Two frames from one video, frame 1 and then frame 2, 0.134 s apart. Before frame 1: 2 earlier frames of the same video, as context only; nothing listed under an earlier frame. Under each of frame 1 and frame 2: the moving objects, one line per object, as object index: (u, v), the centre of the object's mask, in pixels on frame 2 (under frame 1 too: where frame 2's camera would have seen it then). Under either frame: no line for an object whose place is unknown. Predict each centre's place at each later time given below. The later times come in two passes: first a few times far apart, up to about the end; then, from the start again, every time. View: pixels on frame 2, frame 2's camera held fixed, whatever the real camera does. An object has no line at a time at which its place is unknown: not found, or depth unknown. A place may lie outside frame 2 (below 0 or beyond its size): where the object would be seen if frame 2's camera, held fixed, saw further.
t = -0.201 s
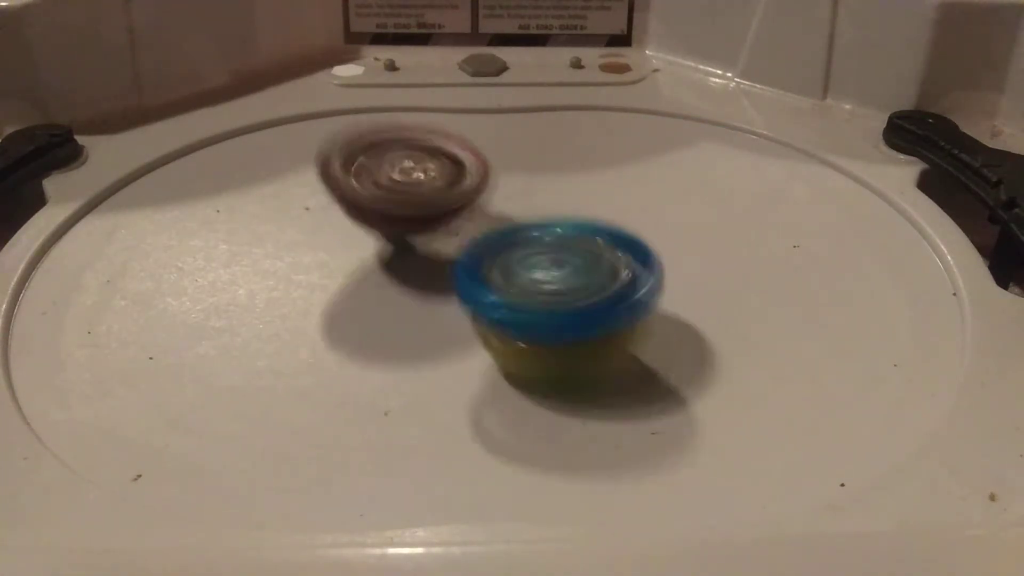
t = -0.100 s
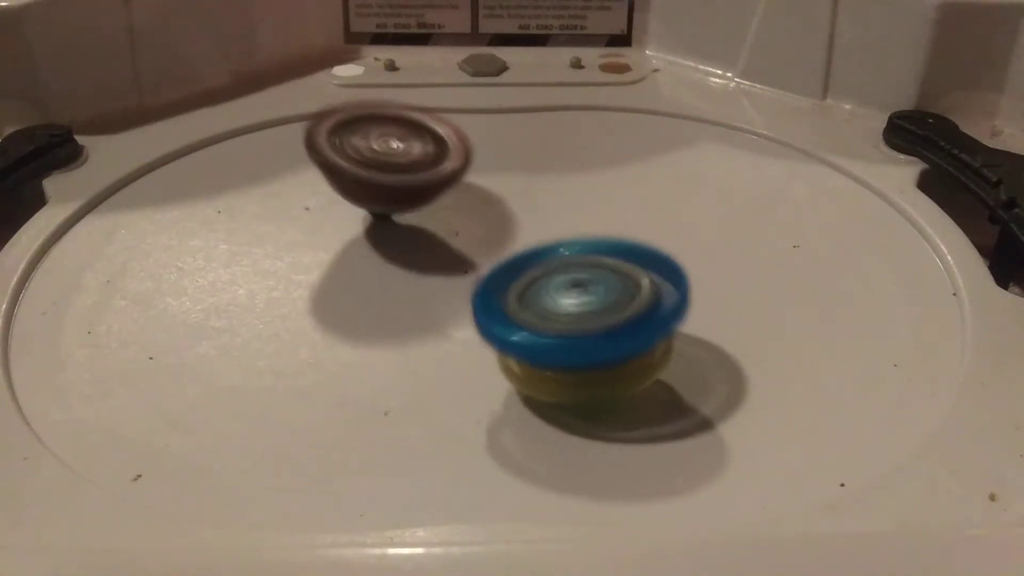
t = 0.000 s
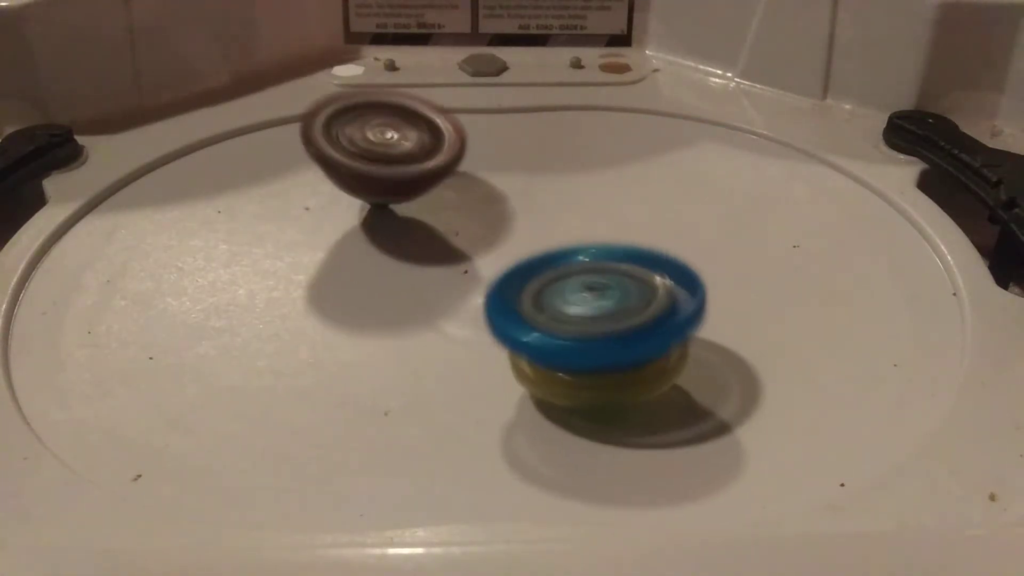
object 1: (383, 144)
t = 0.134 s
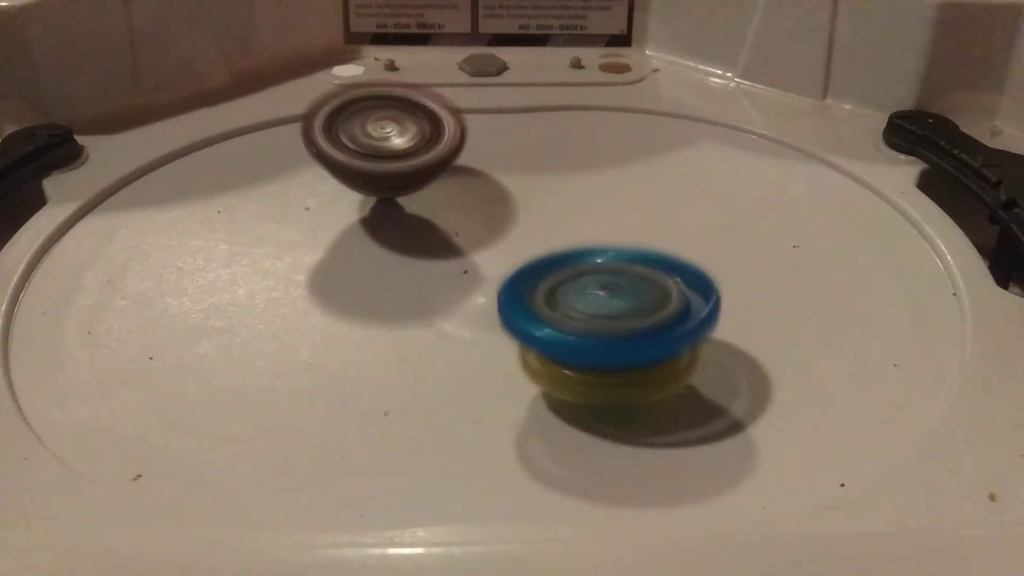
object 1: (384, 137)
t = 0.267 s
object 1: (396, 140)
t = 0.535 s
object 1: (437, 183)
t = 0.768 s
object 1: (443, 217)
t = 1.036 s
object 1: (439, 207)
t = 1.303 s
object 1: (384, 204)
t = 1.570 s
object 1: (377, 207)
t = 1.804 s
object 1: (415, 219)
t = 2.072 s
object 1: (418, 230)
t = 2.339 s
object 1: (433, 223)
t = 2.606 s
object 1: (404, 231)
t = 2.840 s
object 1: (409, 236)
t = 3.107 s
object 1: (396, 240)
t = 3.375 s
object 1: (358, 231)
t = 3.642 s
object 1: (371, 222)
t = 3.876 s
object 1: (369, 219)
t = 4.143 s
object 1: (398, 223)
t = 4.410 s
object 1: (407, 230)
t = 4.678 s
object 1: (392, 233)
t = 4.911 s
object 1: (392, 227)
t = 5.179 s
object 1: (396, 215)
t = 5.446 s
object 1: (420, 208)
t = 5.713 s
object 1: (437, 208)
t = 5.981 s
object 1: (438, 199)
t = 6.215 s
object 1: (427, 189)
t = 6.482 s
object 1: (434, 200)
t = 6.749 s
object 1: (419, 210)
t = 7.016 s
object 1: (426, 226)
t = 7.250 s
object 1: (397, 223)
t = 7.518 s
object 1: (371, 205)
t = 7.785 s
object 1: (414, 211)
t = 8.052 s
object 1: (416, 232)
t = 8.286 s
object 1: (407, 243)
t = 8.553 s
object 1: (395, 246)
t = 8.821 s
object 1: (399, 232)
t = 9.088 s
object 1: (419, 233)
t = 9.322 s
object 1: (392, 204)
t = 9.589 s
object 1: (416, 194)
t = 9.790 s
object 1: (588, 207)
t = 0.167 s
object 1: (386, 136)
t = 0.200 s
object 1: (389, 136)
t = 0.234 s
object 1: (392, 138)
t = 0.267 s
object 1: (396, 140)
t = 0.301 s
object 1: (400, 142)
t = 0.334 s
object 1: (404, 145)
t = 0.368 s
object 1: (409, 149)
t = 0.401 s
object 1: (413, 154)
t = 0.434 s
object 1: (418, 159)
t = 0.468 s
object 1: (424, 167)
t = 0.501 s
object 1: (430, 174)
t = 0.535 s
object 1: (437, 183)
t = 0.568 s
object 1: (442, 191)
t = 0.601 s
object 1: (443, 195)
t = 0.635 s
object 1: (441, 197)
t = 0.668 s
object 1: (441, 201)
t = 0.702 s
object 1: (440, 207)
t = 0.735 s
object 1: (440, 214)
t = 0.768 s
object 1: (443, 217)
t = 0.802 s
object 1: (449, 217)
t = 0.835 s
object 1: (456, 216)
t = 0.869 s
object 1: (464, 215)
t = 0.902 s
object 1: (461, 212)
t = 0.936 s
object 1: (457, 209)
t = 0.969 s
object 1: (454, 207)
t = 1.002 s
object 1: (448, 207)
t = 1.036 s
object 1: (439, 207)
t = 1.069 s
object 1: (429, 207)
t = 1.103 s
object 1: (420, 207)
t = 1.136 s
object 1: (413, 207)
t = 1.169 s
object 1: (406, 206)
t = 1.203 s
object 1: (400, 205)
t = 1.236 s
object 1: (394, 205)
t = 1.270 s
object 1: (389, 205)
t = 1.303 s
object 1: (384, 204)
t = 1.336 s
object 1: (380, 204)
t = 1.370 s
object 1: (377, 204)
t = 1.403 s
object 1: (374, 204)
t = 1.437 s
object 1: (373, 204)
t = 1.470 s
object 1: (372, 205)
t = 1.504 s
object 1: (373, 205)
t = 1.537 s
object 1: (375, 206)
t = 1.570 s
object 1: (377, 207)
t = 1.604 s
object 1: (381, 209)
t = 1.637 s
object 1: (385, 210)
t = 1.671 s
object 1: (390, 212)
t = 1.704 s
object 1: (395, 213)
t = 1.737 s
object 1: (402, 214)
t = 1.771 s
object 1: (409, 217)
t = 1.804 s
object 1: (415, 219)
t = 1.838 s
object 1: (418, 220)
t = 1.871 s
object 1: (414, 220)
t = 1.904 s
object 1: (412, 221)
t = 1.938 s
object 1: (413, 223)
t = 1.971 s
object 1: (413, 224)
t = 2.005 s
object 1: (414, 226)
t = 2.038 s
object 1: (416, 228)
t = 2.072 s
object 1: (418, 230)
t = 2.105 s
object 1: (422, 233)
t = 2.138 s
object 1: (424, 234)
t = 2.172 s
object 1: (427, 234)
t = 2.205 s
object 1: (429, 232)
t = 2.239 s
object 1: (431, 230)
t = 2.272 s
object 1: (433, 227)
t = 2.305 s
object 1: (434, 224)
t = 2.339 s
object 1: (433, 223)
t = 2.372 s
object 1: (428, 223)
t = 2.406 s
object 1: (425, 223)
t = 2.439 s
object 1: (420, 225)
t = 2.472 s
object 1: (416, 227)
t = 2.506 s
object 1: (412, 228)
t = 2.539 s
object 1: (408, 230)
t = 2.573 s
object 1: (406, 231)
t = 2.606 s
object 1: (404, 231)
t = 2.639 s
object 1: (403, 233)
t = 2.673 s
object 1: (402, 233)
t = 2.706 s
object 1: (401, 234)
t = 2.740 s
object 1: (402, 235)
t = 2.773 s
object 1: (404, 236)
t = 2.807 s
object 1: (406, 236)
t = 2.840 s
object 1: (409, 236)
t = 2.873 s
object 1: (413, 238)
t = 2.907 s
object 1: (418, 238)
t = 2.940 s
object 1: (423, 240)
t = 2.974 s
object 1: (427, 240)
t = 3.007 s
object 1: (425, 238)
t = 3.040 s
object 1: (422, 238)
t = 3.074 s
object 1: (409, 239)
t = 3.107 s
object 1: (396, 240)
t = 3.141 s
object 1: (388, 239)
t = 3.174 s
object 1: (382, 238)
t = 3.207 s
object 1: (377, 237)
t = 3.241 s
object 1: (372, 236)
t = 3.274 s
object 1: (368, 235)
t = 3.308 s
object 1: (364, 234)
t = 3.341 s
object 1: (362, 232)
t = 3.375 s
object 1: (358, 231)
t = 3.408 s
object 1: (356, 230)
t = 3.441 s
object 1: (354, 229)
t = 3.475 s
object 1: (354, 227)
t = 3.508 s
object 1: (355, 225)
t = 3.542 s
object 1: (358, 224)
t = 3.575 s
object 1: (361, 224)
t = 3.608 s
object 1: (366, 222)
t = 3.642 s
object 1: (371, 222)
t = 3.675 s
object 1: (372, 221)
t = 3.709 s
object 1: (369, 221)
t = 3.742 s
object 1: (371, 220)
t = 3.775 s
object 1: (372, 220)
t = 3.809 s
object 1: (367, 219)
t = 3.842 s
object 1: (369, 219)
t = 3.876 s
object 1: (369, 219)
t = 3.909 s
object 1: (371, 219)
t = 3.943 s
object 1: (374, 219)
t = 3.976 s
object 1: (377, 219)
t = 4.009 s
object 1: (382, 220)
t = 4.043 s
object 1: (386, 220)
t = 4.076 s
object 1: (392, 221)
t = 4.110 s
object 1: (395, 221)
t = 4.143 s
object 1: (398, 223)
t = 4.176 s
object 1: (401, 223)
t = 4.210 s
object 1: (405, 224)
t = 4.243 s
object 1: (407, 225)
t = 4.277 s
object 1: (409, 226)
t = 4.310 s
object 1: (409, 227)
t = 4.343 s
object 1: (408, 228)
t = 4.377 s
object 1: (407, 229)
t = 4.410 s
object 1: (407, 230)
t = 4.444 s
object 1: (408, 231)
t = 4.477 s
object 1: (410, 232)
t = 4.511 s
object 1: (412, 233)
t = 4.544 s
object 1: (412, 234)
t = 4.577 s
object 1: (402, 234)
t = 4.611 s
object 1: (399, 234)
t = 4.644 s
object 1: (397, 233)
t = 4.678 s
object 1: (392, 233)
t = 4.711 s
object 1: (390, 231)
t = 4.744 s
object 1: (389, 231)
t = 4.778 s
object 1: (387, 230)
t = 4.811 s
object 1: (388, 229)
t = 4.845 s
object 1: (389, 228)
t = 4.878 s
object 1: (390, 228)
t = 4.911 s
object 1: (392, 227)
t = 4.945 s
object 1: (393, 225)
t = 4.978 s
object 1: (394, 224)
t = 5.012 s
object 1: (391, 222)
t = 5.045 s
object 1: (391, 221)
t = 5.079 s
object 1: (391, 219)
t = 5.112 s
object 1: (390, 217)
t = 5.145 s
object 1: (393, 216)
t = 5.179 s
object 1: (396, 215)
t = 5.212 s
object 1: (399, 213)
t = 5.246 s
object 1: (404, 213)
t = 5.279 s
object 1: (405, 210)
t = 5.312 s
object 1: (408, 209)
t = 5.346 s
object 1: (411, 209)
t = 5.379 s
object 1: (412, 208)
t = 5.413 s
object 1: (416, 208)
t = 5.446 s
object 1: (420, 208)
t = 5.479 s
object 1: (424, 208)
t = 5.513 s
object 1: (426, 208)
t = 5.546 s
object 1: (429, 206)
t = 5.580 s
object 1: (433, 207)
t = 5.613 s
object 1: (432, 206)
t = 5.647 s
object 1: (434, 206)
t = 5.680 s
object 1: (436, 207)
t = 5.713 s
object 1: (437, 208)
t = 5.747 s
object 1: (441, 210)
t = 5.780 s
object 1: (443, 212)
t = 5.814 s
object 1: (447, 212)
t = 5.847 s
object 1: (453, 211)
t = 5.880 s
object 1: (451, 209)
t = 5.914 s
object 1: (445, 204)
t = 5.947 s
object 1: (442, 201)
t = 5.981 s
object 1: (438, 199)
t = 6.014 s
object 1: (434, 196)
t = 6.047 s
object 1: (432, 194)
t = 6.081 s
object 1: (429, 192)
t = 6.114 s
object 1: (428, 191)
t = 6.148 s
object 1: (427, 190)
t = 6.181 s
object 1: (426, 189)
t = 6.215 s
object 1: (427, 189)
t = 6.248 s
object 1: (427, 189)
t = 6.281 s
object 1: (428, 190)
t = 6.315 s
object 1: (430, 191)
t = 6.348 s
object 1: (432, 193)
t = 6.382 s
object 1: (434, 195)
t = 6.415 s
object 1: (434, 198)
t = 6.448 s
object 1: (433, 199)
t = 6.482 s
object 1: (434, 200)
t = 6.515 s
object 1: (429, 202)
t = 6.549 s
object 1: (428, 202)
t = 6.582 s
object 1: (426, 204)
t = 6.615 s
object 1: (422, 205)
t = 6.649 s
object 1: (422, 206)
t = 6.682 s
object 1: (421, 207)
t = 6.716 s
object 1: (419, 209)
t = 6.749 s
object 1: (419, 210)
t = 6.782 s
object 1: (420, 212)
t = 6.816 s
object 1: (419, 213)
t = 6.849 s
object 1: (420, 215)
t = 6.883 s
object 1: (421, 218)
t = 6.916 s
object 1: (422, 220)
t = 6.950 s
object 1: (423, 223)
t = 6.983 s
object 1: (424, 225)
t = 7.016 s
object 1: (426, 226)
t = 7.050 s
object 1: (427, 227)
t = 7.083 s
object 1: (428, 227)
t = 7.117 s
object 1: (428, 228)
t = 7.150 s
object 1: (421, 227)
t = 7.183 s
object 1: (411, 225)
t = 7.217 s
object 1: (401, 225)
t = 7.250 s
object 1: (397, 223)
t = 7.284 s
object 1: (387, 220)
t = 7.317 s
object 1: (381, 218)
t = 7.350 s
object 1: (376, 216)
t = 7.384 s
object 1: (373, 213)
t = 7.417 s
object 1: (370, 210)
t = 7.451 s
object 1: (369, 207)
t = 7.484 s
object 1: (371, 206)
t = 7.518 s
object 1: (371, 205)
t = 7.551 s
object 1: (373, 203)
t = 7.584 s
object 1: (377, 202)
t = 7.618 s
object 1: (382, 203)
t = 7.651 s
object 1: (388, 202)
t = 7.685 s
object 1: (394, 205)
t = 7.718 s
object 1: (401, 205)
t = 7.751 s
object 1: (409, 209)
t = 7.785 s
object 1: (414, 211)
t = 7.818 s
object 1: (419, 215)
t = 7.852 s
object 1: (423, 216)
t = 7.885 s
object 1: (424, 221)
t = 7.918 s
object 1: (426, 222)
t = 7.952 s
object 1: (426, 224)
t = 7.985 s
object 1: (420, 226)
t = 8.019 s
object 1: (418, 230)
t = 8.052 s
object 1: (416, 232)
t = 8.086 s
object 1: (413, 235)
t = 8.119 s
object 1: (411, 237)
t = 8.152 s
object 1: (409, 238)
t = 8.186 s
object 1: (410, 240)
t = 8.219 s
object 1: (407, 241)
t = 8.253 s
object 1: (407, 242)
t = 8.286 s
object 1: (407, 243)
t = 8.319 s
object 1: (408, 244)
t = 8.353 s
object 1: (408, 244)
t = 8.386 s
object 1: (408, 245)
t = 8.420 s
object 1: (408, 246)
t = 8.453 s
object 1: (400, 247)
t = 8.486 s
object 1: (400, 248)
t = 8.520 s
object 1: (400, 247)
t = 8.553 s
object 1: (395, 246)
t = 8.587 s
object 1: (387, 243)
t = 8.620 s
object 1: (387, 242)
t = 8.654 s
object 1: (390, 241)
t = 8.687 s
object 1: (391, 240)
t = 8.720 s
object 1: (389, 238)
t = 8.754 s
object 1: (392, 235)
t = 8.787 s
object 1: (398, 234)
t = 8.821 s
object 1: (399, 232)
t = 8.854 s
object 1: (402, 231)
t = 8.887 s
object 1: (407, 231)
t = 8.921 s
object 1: (408, 231)
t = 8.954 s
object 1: (409, 231)
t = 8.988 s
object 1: (416, 230)
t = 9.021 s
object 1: (420, 232)
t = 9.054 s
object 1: (419, 232)
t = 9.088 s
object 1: (419, 233)
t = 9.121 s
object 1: (415, 234)
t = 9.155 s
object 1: (409, 233)
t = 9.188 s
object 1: (404, 229)
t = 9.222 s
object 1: (399, 221)
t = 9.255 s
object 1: (394, 216)
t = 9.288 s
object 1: (392, 210)
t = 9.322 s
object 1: (392, 204)
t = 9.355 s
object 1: (393, 198)
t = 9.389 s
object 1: (393, 195)
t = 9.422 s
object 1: (395, 195)
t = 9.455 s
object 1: (392, 194)
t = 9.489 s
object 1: (395, 191)
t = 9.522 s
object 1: (400, 191)
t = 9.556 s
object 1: (406, 194)
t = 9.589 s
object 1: (416, 194)
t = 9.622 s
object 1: (434, 191)
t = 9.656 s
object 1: (454, 192)
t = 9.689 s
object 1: (484, 190)
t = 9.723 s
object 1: (513, 193)
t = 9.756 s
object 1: (544, 194)
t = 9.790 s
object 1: (588, 207)
